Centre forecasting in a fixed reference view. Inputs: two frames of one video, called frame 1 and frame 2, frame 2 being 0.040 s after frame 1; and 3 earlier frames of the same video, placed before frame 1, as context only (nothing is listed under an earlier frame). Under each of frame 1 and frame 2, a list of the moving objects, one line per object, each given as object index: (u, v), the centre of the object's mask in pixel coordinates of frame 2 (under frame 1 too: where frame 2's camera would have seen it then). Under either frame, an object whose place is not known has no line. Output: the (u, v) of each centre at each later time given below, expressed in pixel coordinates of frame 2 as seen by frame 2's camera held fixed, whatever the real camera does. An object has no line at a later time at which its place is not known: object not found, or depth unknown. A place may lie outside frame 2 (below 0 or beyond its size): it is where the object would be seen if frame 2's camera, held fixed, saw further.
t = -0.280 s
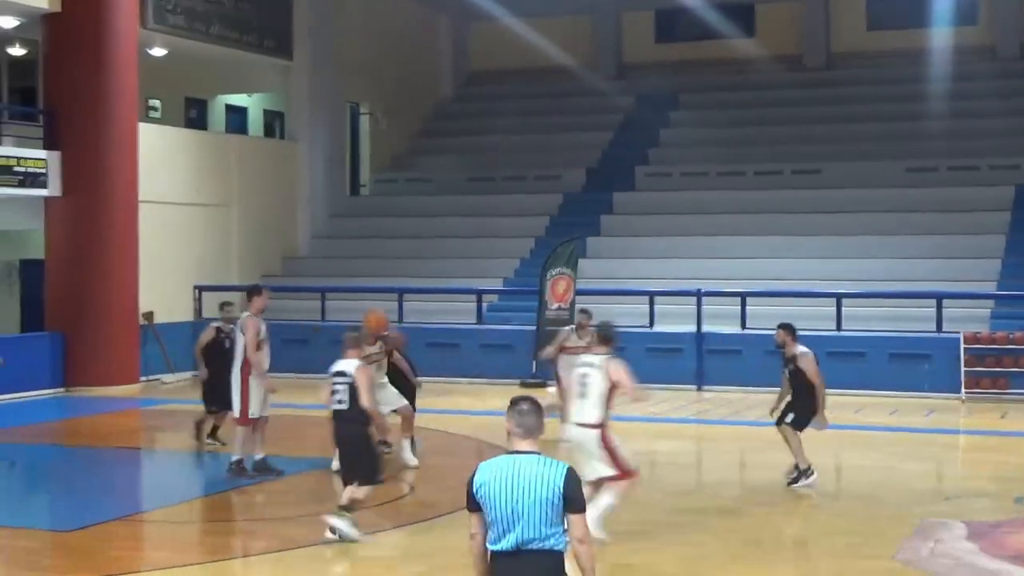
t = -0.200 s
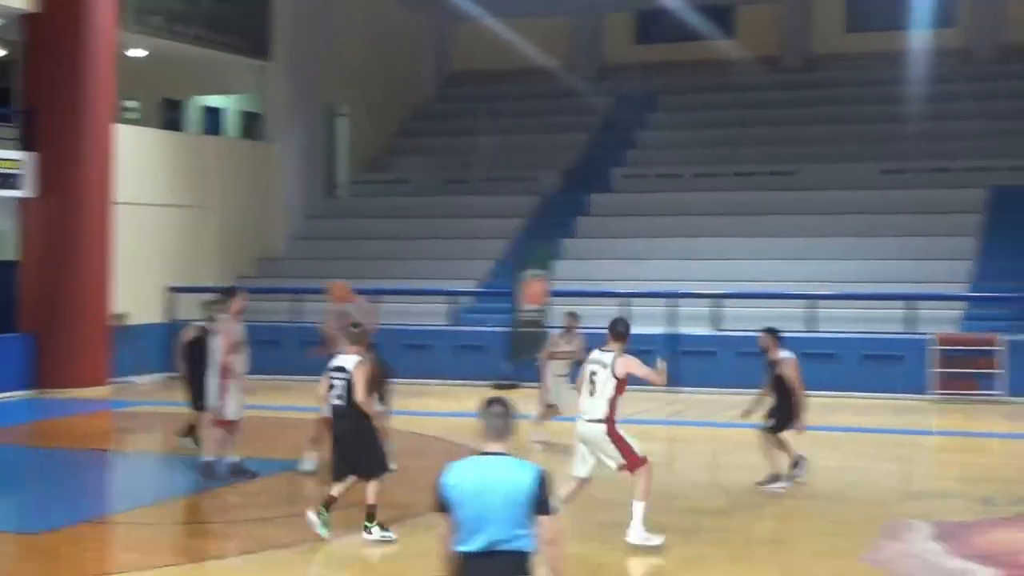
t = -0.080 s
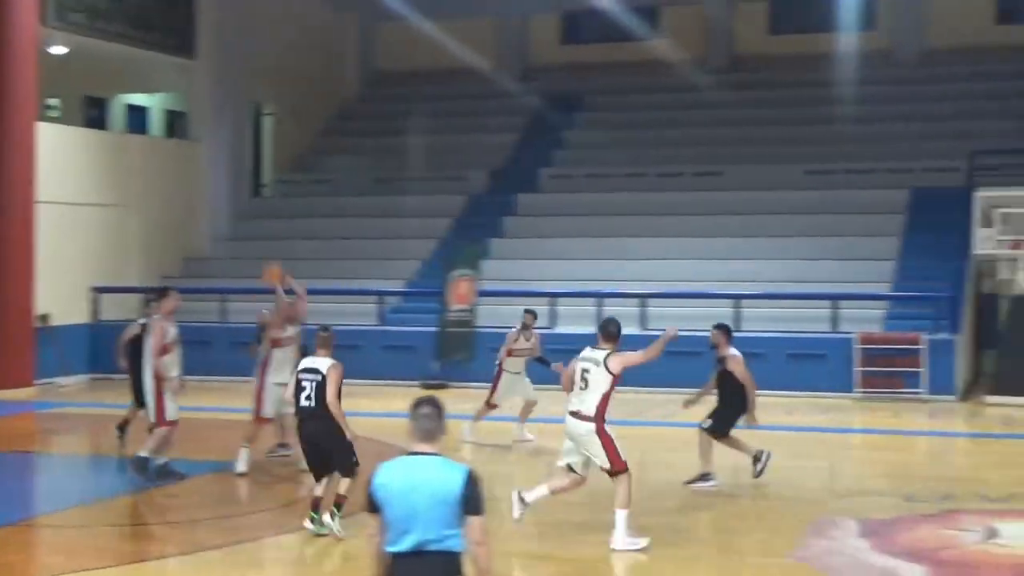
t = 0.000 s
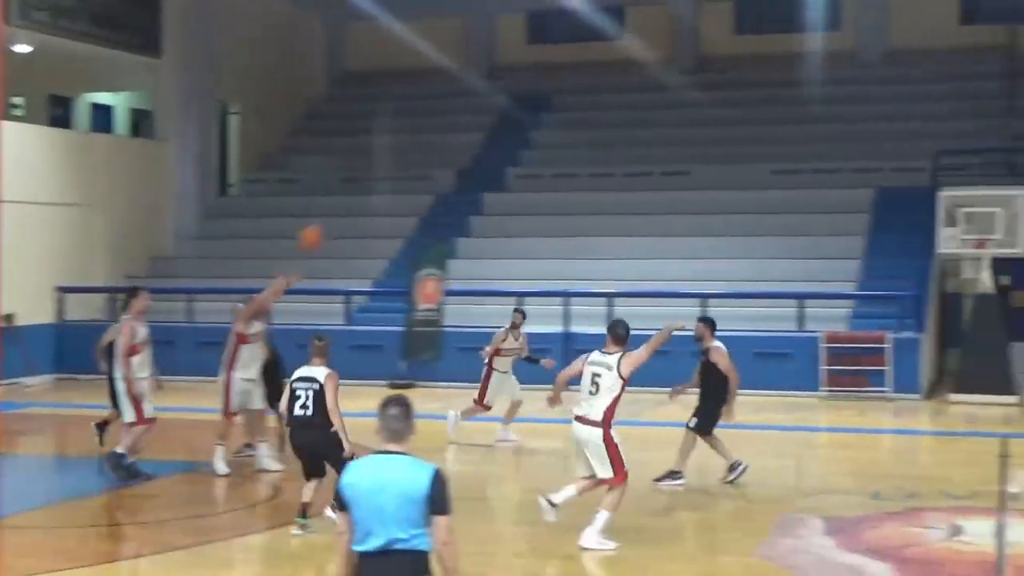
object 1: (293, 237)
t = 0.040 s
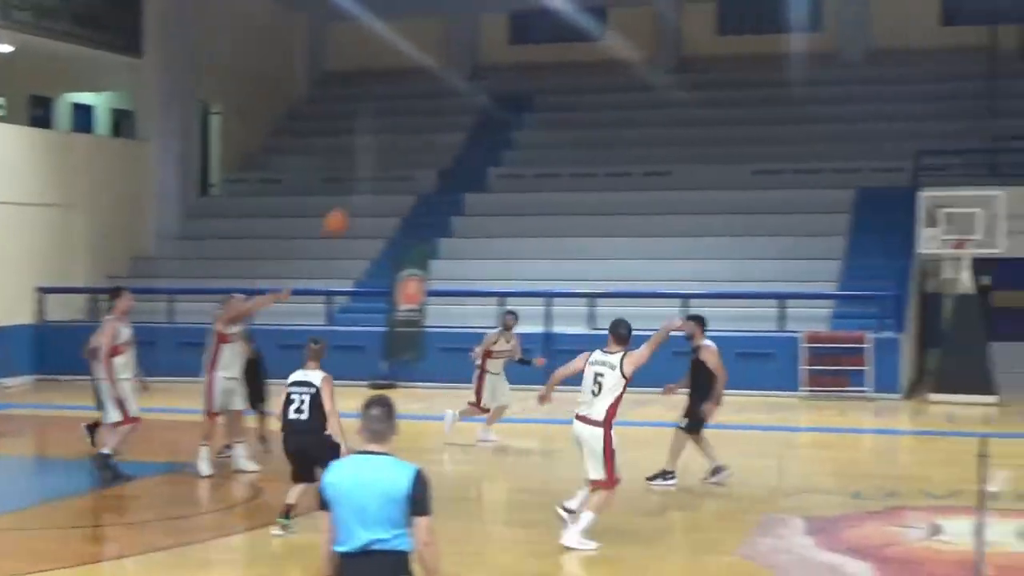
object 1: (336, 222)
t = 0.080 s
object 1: (378, 207)
